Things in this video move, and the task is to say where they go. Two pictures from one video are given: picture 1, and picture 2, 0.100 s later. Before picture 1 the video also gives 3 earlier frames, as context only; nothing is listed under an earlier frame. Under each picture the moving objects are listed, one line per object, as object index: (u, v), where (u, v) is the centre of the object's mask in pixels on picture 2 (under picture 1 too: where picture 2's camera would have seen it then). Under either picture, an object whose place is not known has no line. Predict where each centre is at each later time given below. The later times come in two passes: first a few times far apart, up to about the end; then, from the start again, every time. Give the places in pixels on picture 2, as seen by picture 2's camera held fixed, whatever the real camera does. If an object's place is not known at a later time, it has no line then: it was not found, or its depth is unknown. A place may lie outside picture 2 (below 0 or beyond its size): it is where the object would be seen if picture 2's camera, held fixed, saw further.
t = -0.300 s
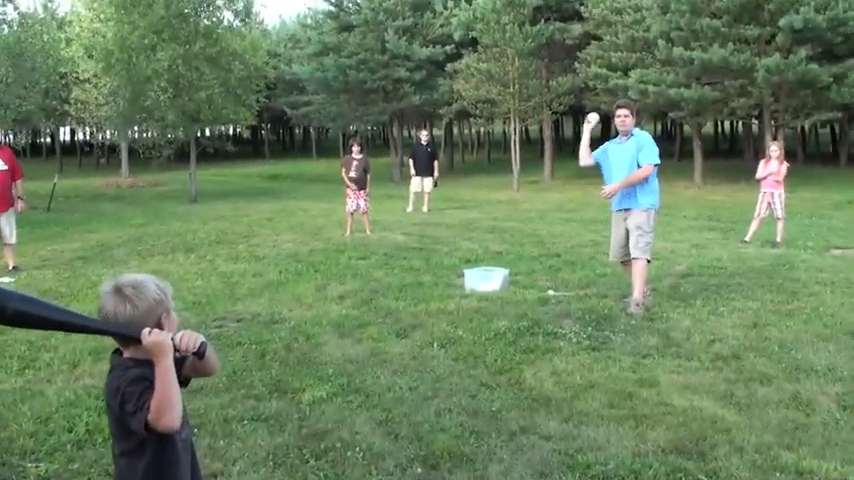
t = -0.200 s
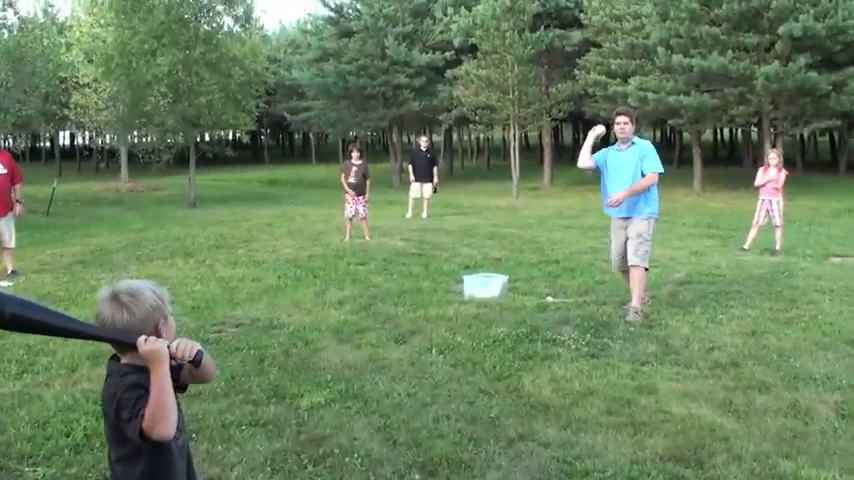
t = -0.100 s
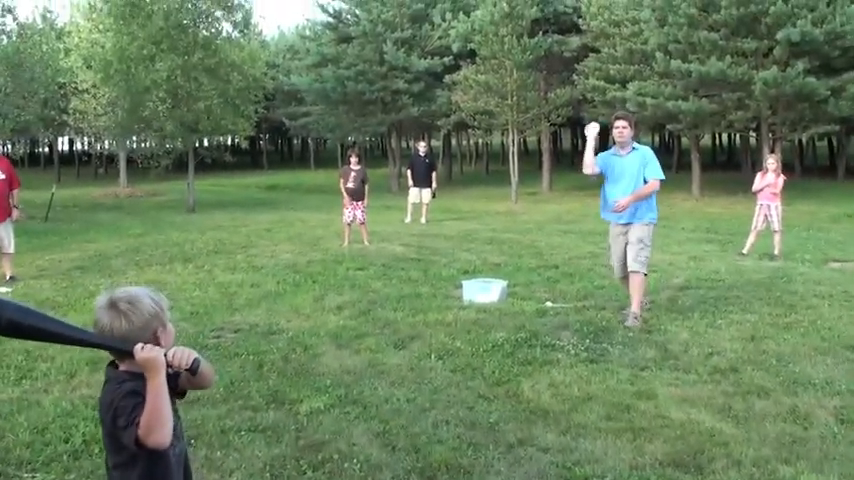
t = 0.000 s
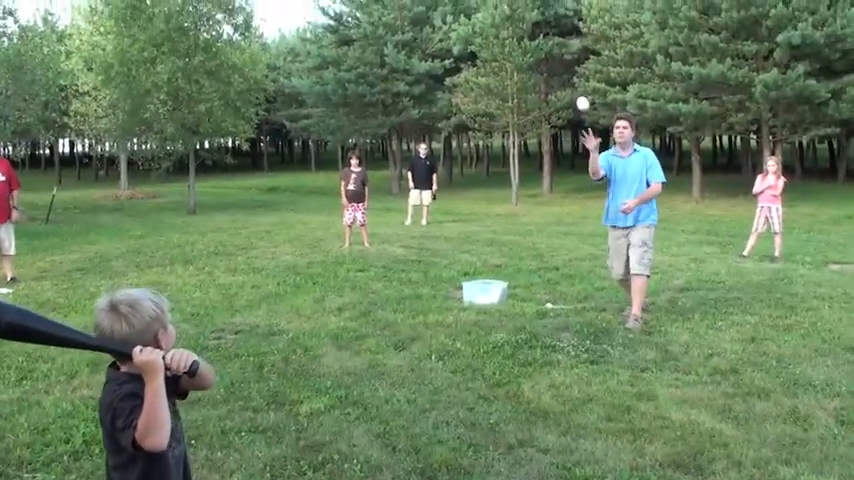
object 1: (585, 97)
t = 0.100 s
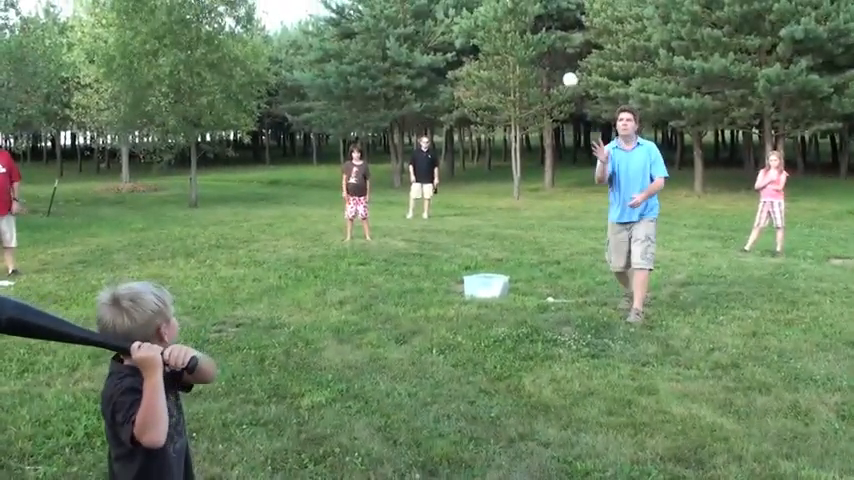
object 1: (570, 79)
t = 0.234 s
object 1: (546, 69)
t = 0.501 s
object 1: (453, 160)
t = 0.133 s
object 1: (564, 75)
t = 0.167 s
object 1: (558, 72)
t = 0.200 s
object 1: (551, 70)
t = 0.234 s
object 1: (546, 69)
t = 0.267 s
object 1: (537, 72)
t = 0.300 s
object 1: (527, 76)
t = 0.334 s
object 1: (517, 83)
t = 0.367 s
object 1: (507, 92)
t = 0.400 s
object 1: (495, 103)
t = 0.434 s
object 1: (482, 118)
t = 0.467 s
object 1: (468, 137)
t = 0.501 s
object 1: (453, 160)
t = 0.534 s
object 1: (439, 187)
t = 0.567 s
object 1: (417, 223)
